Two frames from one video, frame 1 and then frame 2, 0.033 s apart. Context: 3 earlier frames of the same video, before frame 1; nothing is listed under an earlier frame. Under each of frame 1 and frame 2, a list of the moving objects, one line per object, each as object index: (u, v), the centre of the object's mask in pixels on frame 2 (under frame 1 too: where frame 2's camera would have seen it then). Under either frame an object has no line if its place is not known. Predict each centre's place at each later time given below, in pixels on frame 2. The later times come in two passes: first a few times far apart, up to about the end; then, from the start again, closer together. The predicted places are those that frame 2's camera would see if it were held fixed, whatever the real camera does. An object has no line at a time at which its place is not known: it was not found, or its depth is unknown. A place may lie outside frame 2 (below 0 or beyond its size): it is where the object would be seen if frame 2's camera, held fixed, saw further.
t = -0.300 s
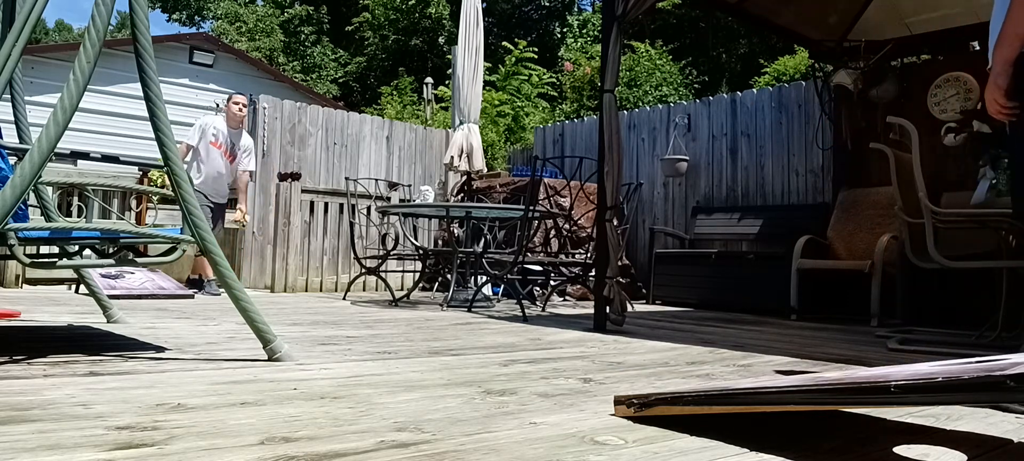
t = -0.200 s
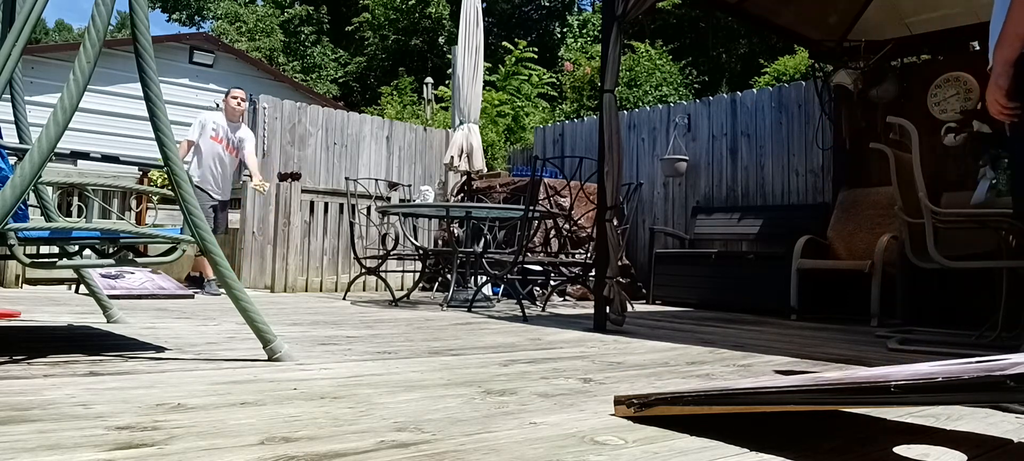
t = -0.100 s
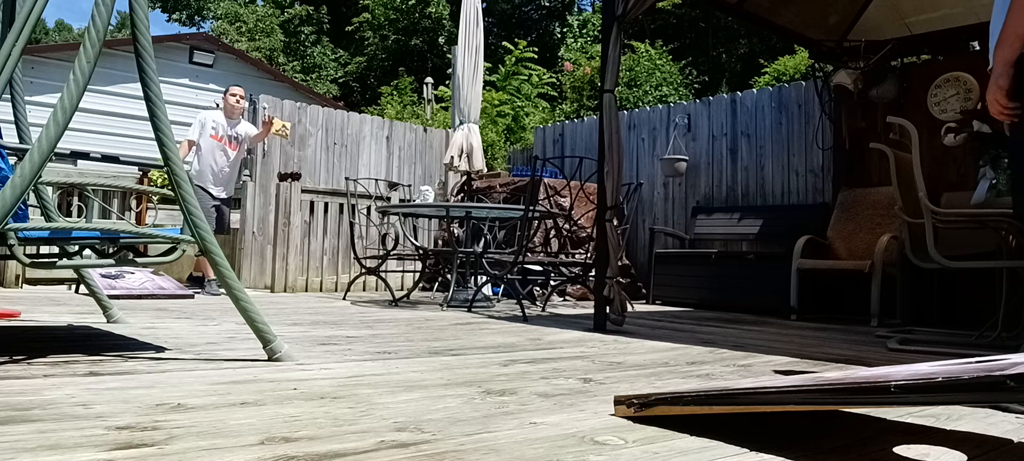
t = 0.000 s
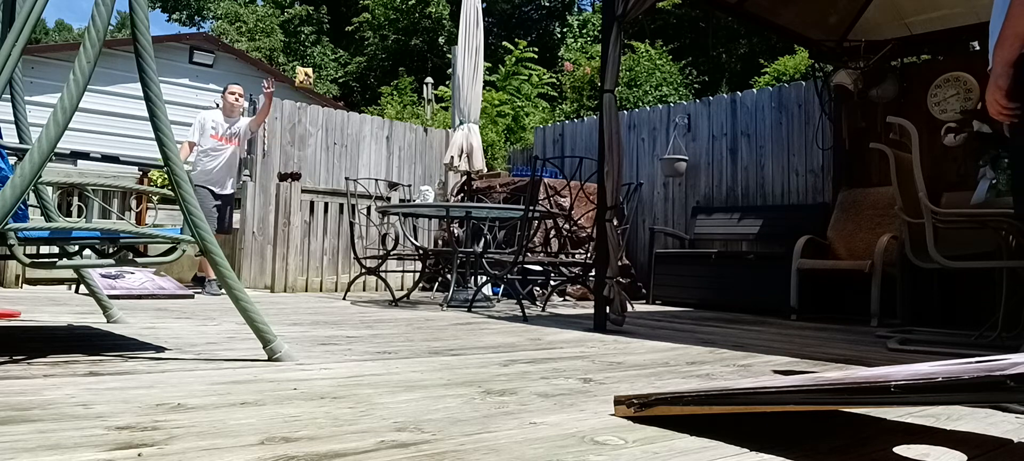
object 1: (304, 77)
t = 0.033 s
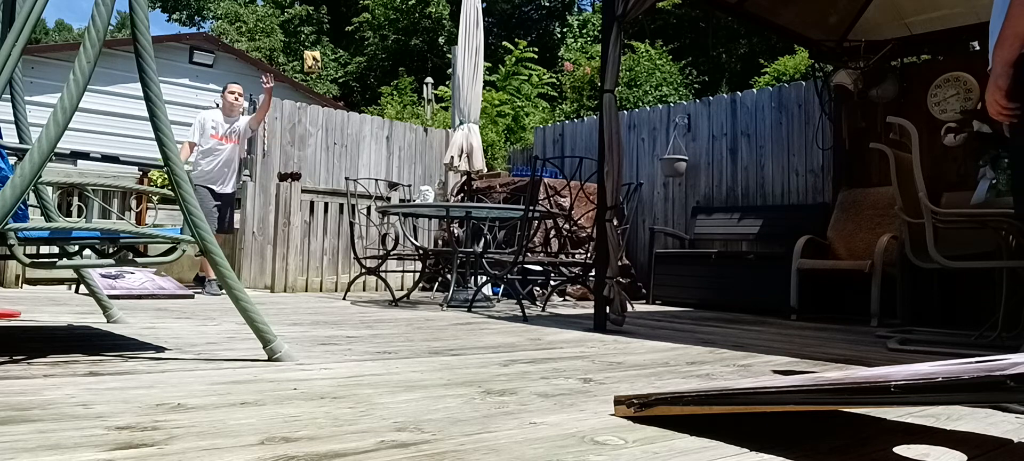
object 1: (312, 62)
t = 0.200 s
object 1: (358, 5)
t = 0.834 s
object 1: (735, 337)
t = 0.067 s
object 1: (321, 47)
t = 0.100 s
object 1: (329, 32)
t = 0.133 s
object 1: (338, 20)
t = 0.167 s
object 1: (348, 10)
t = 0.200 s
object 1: (358, 5)
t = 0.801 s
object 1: (693, 262)
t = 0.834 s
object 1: (735, 337)
